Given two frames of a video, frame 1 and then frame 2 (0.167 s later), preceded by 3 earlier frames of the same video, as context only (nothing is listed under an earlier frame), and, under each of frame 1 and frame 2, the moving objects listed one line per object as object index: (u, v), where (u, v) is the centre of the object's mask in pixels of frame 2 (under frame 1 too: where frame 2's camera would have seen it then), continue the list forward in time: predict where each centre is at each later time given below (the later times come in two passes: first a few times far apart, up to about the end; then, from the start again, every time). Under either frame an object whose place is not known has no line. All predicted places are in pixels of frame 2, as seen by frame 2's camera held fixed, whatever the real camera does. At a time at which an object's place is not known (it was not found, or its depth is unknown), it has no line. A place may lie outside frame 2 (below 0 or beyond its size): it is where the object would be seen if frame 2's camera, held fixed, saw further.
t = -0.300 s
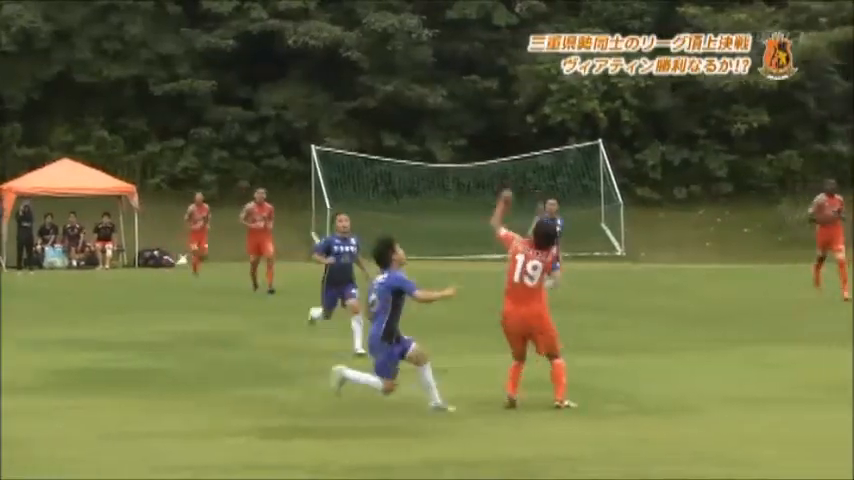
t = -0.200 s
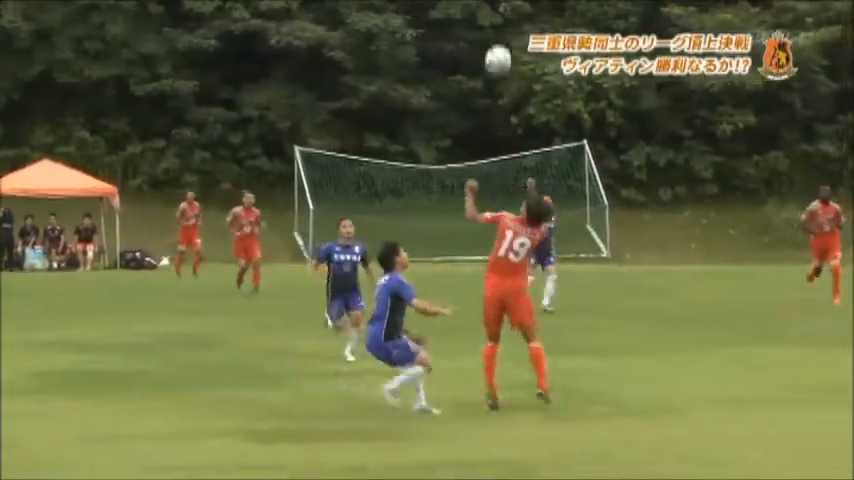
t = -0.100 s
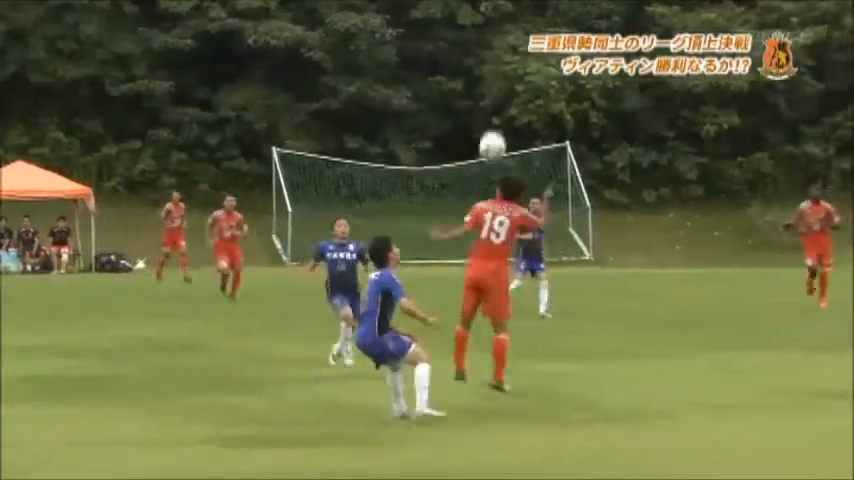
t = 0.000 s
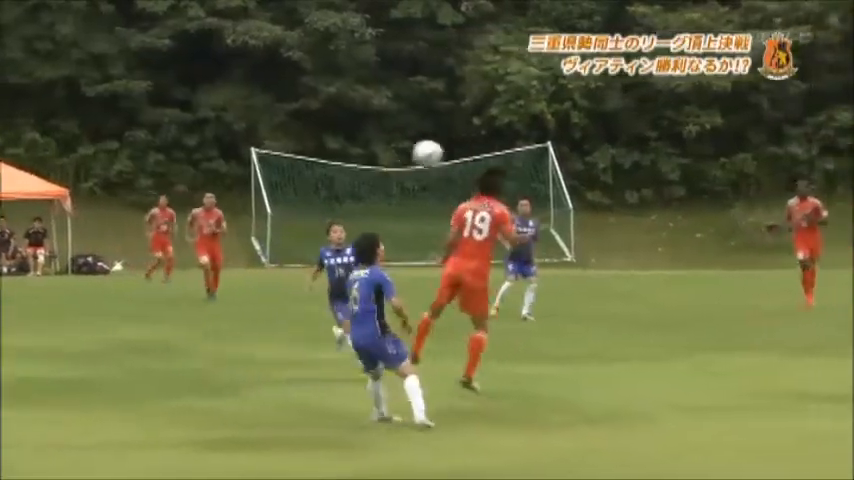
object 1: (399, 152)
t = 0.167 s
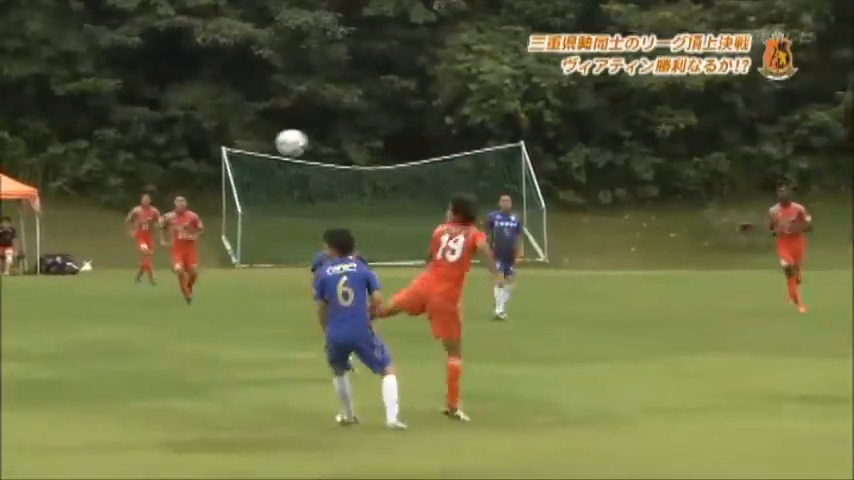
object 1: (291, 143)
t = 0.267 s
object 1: (225, 153)
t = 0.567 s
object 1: (21, 265)
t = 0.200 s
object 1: (269, 144)
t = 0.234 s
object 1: (248, 148)
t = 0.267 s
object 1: (225, 153)
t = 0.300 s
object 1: (203, 160)
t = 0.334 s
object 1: (181, 168)
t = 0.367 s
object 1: (158, 178)
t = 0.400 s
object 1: (135, 189)
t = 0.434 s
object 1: (113, 200)
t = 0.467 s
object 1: (90, 214)
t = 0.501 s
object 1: (67, 229)
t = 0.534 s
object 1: (44, 247)
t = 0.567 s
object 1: (21, 265)
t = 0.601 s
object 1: (-5, 284)
